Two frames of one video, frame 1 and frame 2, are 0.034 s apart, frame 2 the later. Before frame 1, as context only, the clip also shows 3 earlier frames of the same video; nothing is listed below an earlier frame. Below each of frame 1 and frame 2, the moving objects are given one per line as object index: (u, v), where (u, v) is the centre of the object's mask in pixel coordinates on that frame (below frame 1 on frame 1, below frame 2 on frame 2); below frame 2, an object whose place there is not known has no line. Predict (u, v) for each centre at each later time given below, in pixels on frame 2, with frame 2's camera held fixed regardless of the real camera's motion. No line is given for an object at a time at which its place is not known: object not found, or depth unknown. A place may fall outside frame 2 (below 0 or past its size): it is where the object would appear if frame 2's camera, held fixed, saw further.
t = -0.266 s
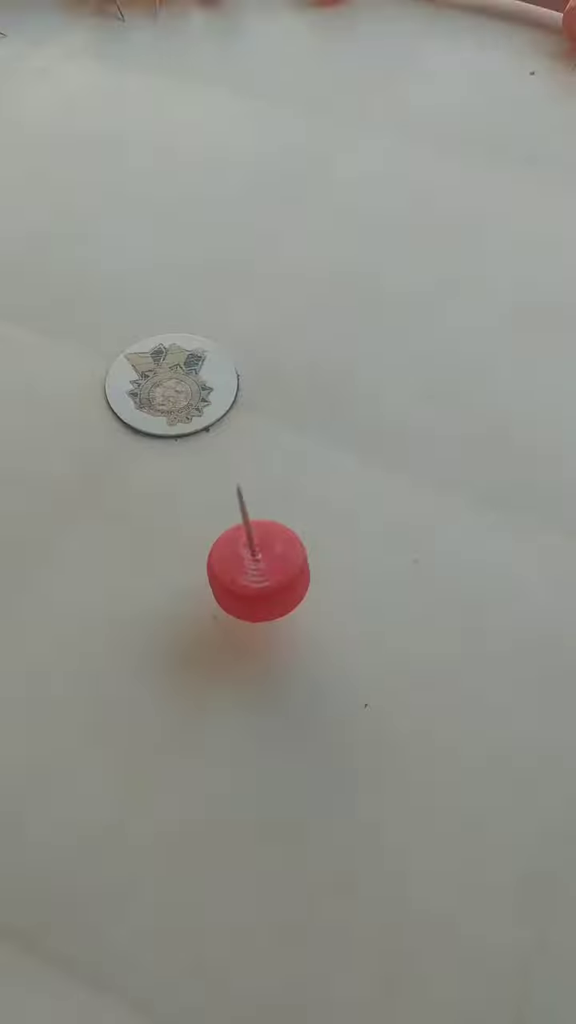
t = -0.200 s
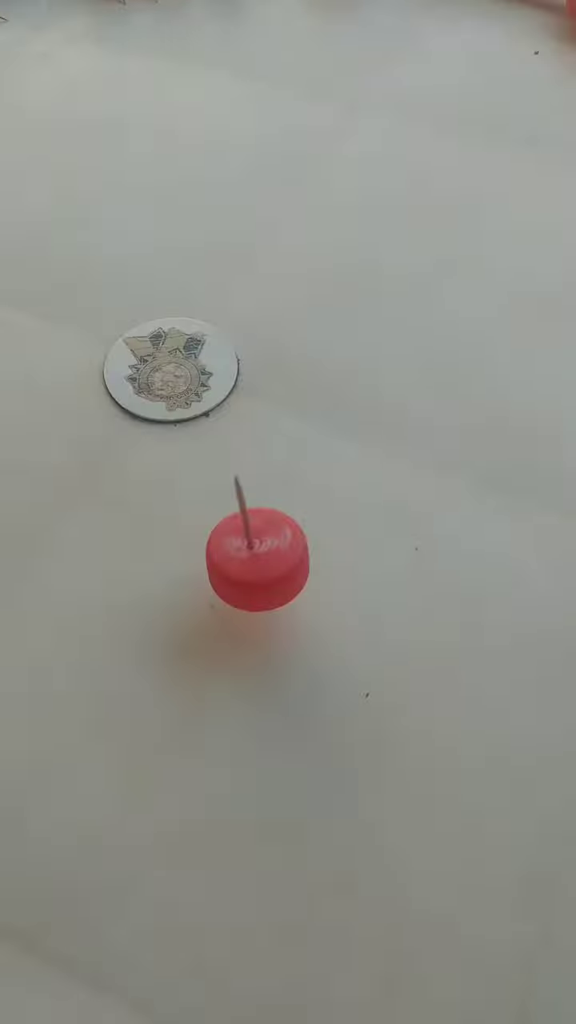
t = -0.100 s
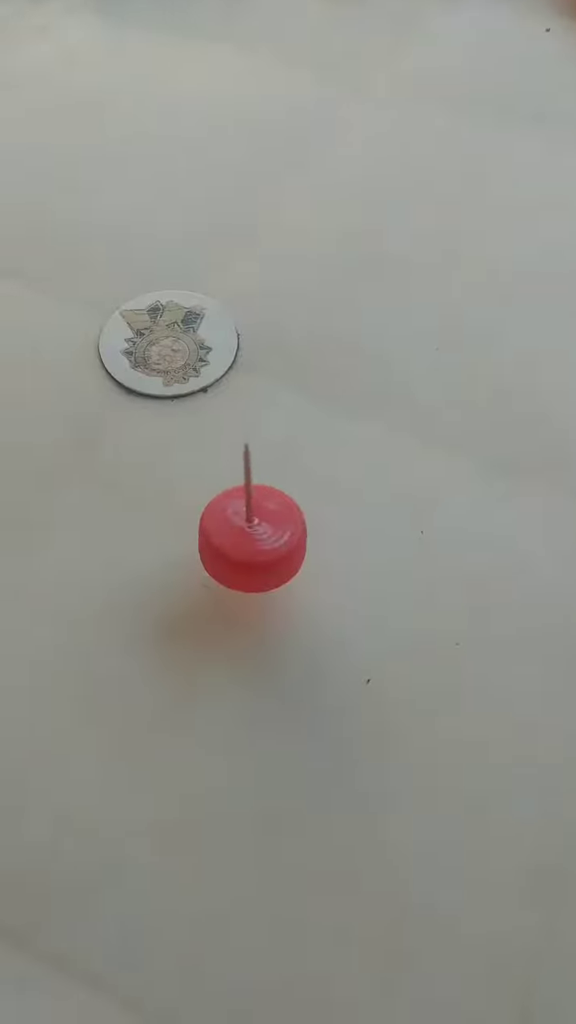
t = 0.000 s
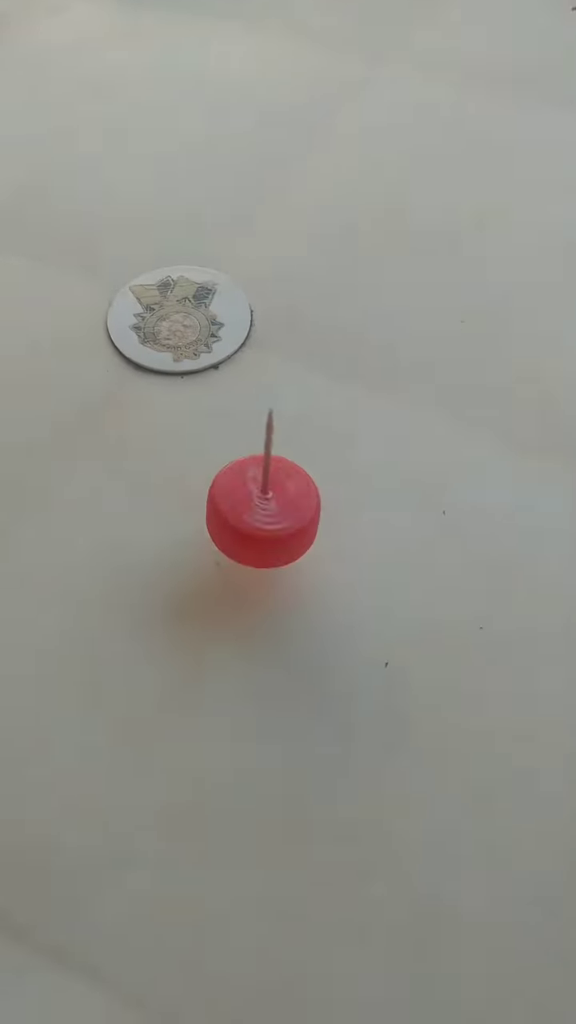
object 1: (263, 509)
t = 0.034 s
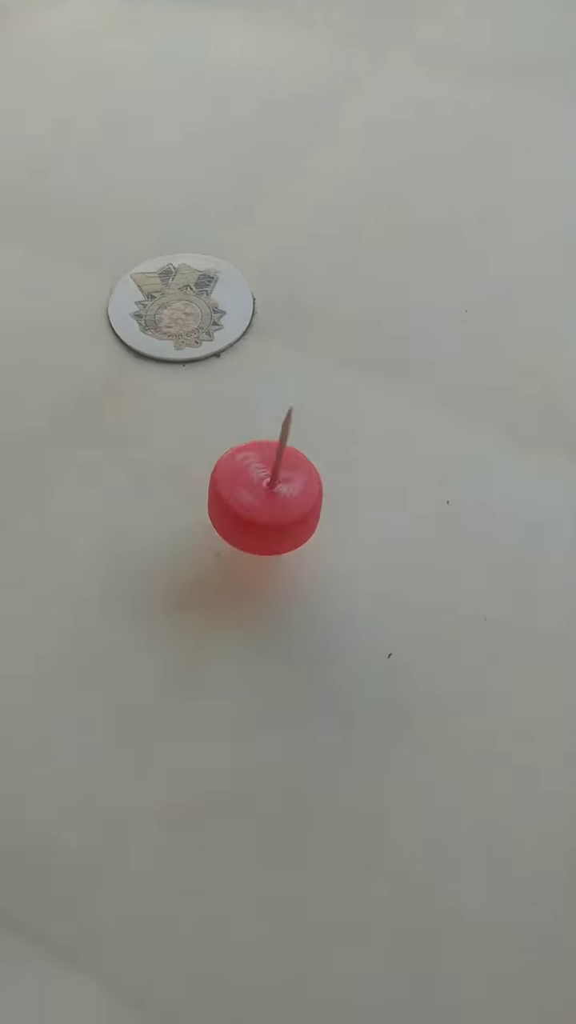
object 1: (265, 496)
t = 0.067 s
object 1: (266, 494)
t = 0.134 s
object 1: (269, 486)
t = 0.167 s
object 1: (272, 484)
